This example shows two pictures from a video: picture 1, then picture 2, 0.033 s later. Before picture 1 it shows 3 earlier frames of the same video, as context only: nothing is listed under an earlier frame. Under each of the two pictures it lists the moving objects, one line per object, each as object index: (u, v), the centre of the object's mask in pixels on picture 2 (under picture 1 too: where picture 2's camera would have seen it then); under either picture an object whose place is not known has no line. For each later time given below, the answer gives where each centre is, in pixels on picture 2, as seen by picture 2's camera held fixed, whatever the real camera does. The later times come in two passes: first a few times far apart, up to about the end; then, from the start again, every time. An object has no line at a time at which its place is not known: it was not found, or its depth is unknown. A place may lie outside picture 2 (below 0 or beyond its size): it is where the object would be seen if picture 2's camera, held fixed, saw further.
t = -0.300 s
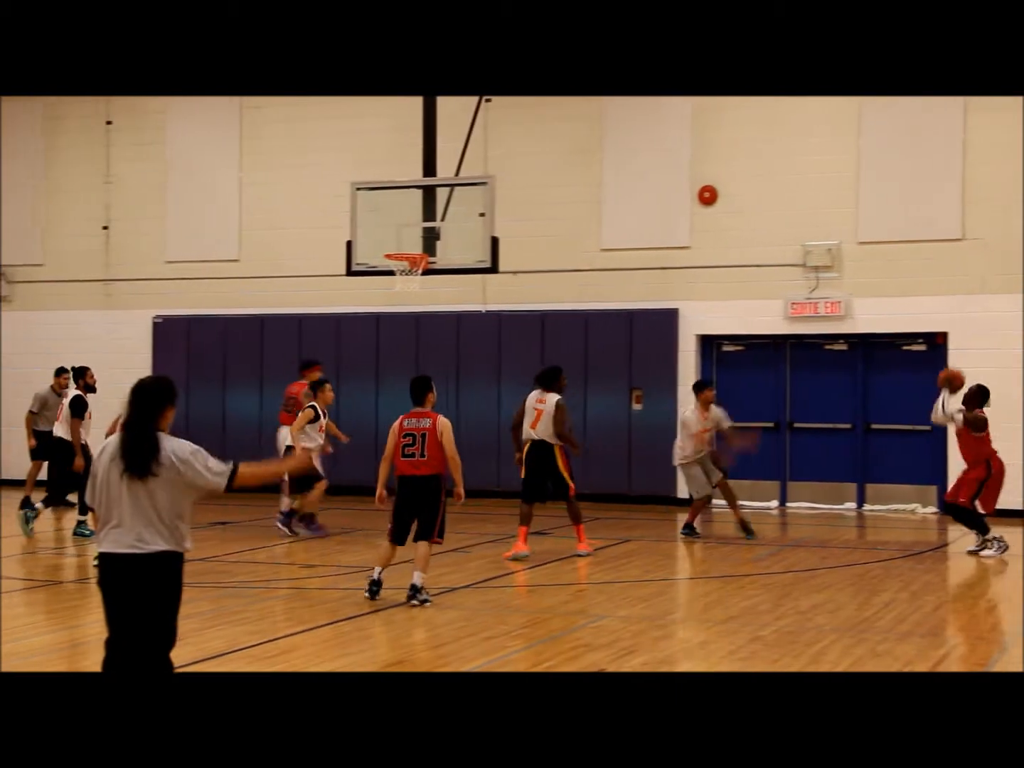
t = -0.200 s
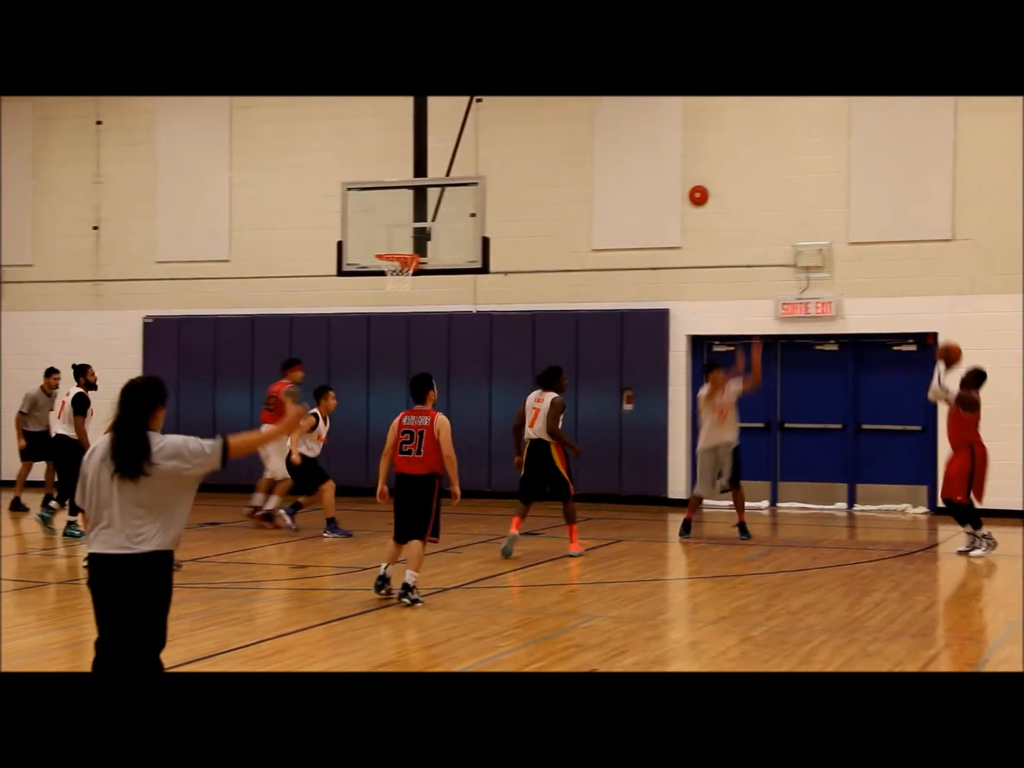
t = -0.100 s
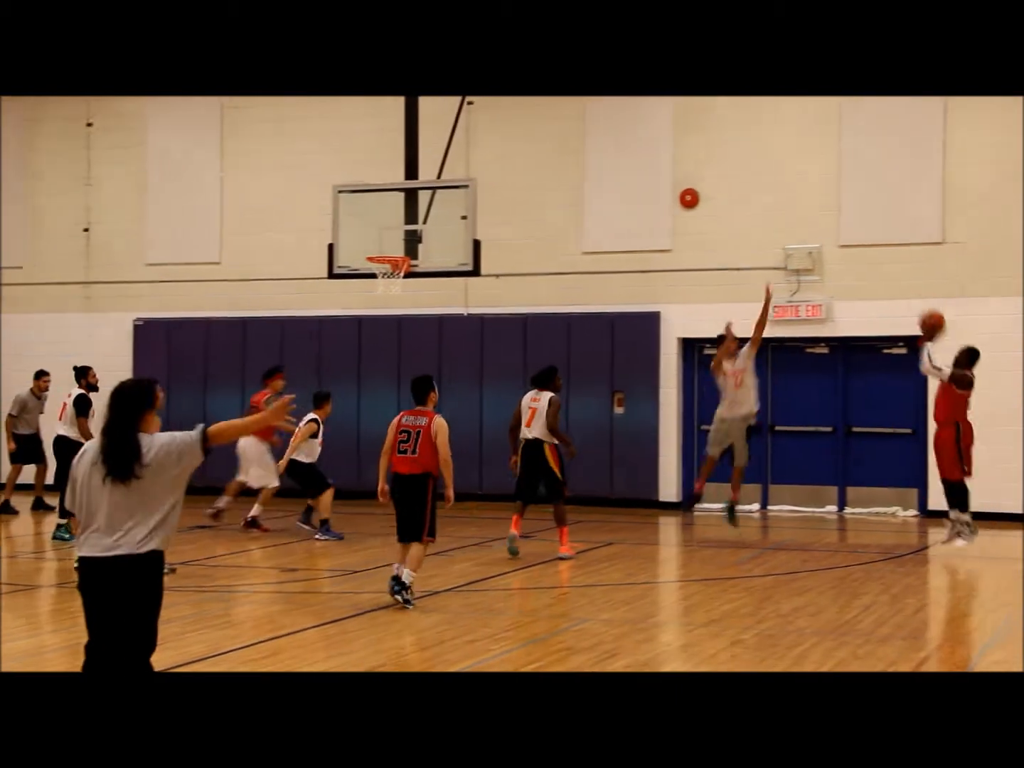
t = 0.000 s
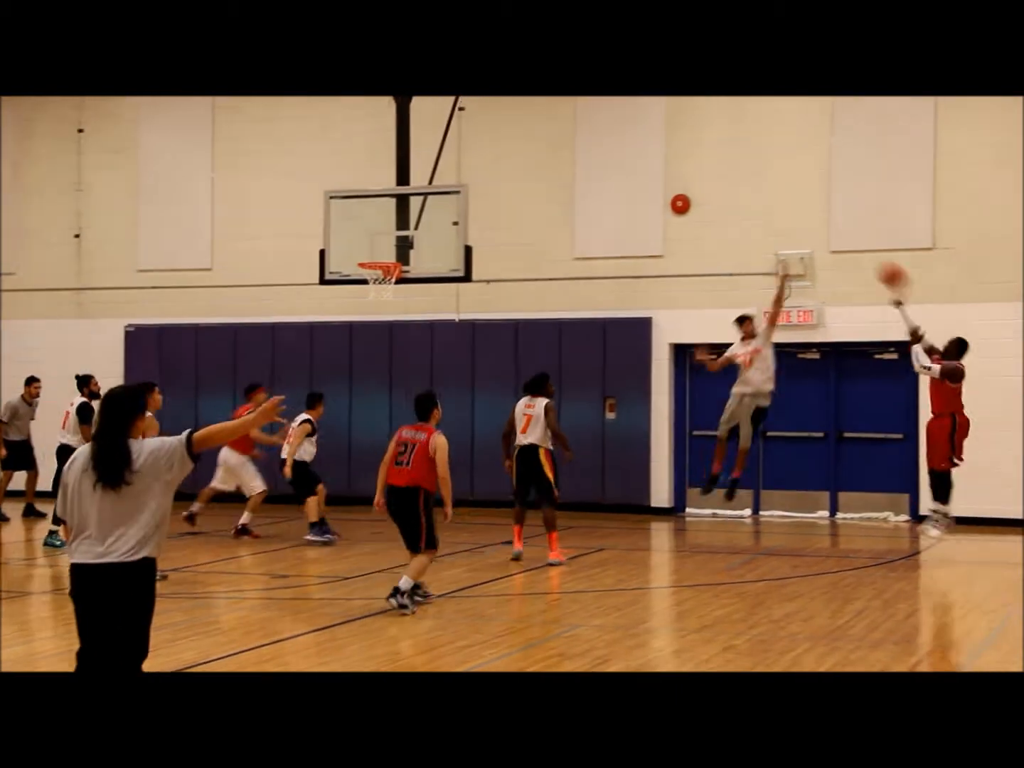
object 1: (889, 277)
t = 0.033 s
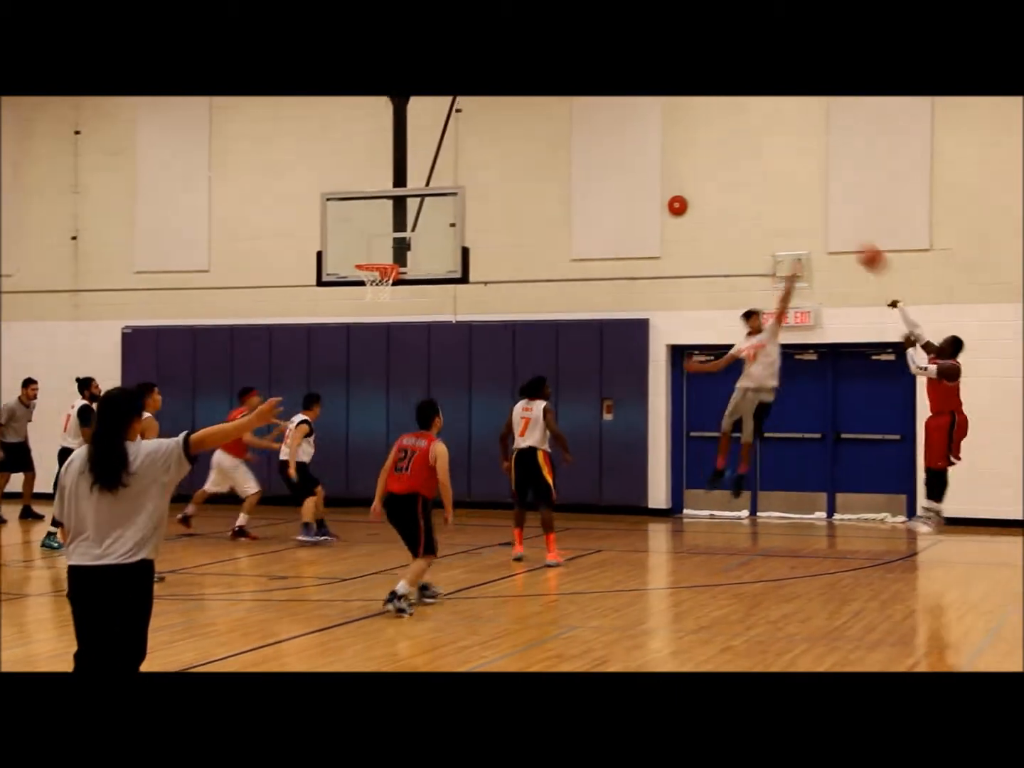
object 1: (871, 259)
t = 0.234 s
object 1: (770, 171)
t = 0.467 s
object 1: (662, 125)
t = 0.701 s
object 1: (562, 128)
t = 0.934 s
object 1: (471, 178)
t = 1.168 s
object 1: (399, 247)
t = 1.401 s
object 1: (401, 191)
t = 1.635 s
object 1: (398, 183)
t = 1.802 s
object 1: (395, 208)
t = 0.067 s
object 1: (853, 240)
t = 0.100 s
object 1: (837, 225)
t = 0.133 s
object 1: (821, 209)
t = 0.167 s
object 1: (804, 196)
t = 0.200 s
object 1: (787, 183)
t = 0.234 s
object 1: (770, 171)
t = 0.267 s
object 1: (754, 161)
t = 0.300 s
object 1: (738, 152)
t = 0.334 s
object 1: (723, 144)
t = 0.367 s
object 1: (707, 138)
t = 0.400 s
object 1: (692, 132)
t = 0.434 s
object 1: (676, 128)
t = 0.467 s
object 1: (662, 125)
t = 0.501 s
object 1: (647, 122)
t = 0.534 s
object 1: (632, 121)
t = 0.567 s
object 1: (618, 121)
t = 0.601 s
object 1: (604, 121)
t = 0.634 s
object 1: (590, 122)
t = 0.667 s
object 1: (575, 126)
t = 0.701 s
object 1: (562, 128)
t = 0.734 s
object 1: (548, 133)
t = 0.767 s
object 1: (535, 138)
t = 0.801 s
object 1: (522, 144)
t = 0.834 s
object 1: (509, 151)
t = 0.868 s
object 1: (496, 159)
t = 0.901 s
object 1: (484, 168)
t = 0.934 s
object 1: (471, 178)
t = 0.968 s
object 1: (459, 189)
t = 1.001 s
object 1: (446, 201)
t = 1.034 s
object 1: (434, 213)
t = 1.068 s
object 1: (422, 226)
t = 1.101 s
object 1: (410, 240)
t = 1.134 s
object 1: (399, 253)
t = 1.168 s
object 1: (399, 247)
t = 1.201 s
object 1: (402, 233)
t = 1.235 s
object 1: (404, 222)
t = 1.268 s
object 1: (403, 214)
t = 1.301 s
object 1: (402, 206)
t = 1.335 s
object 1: (402, 200)
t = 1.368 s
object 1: (401, 195)
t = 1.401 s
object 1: (401, 191)
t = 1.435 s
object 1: (400, 186)
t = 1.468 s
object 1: (400, 183)
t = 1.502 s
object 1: (400, 181)
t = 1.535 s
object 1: (400, 181)
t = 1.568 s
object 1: (399, 181)
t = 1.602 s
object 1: (398, 181)
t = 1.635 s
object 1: (398, 183)
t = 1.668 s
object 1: (397, 186)
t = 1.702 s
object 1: (397, 189)
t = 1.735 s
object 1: (396, 196)
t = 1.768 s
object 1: (395, 201)
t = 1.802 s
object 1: (395, 208)
